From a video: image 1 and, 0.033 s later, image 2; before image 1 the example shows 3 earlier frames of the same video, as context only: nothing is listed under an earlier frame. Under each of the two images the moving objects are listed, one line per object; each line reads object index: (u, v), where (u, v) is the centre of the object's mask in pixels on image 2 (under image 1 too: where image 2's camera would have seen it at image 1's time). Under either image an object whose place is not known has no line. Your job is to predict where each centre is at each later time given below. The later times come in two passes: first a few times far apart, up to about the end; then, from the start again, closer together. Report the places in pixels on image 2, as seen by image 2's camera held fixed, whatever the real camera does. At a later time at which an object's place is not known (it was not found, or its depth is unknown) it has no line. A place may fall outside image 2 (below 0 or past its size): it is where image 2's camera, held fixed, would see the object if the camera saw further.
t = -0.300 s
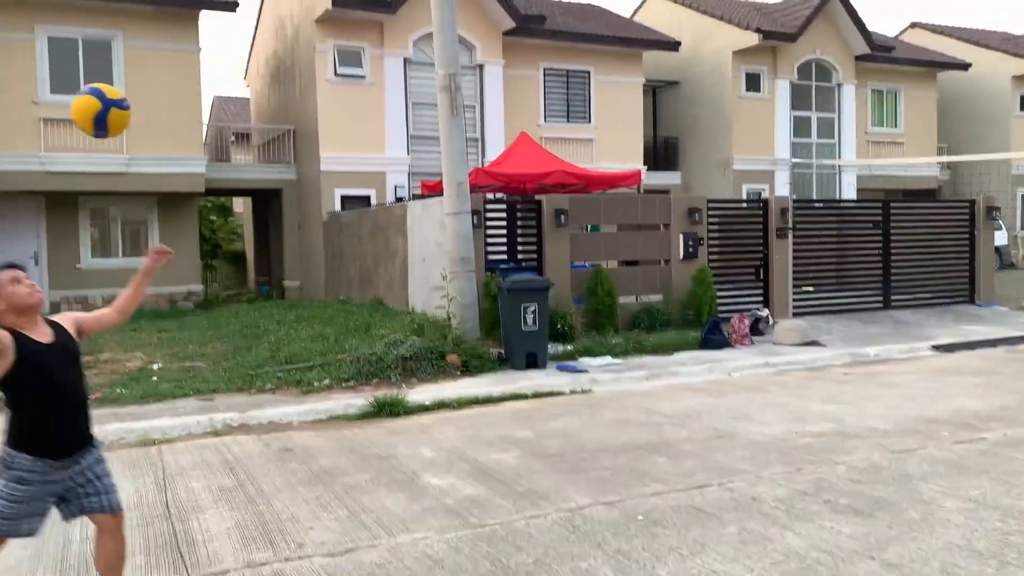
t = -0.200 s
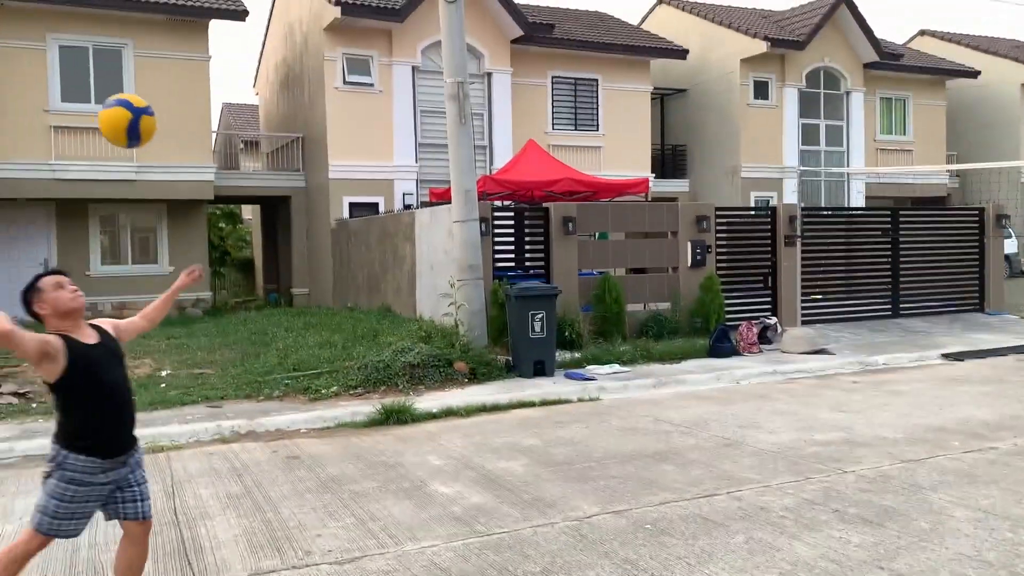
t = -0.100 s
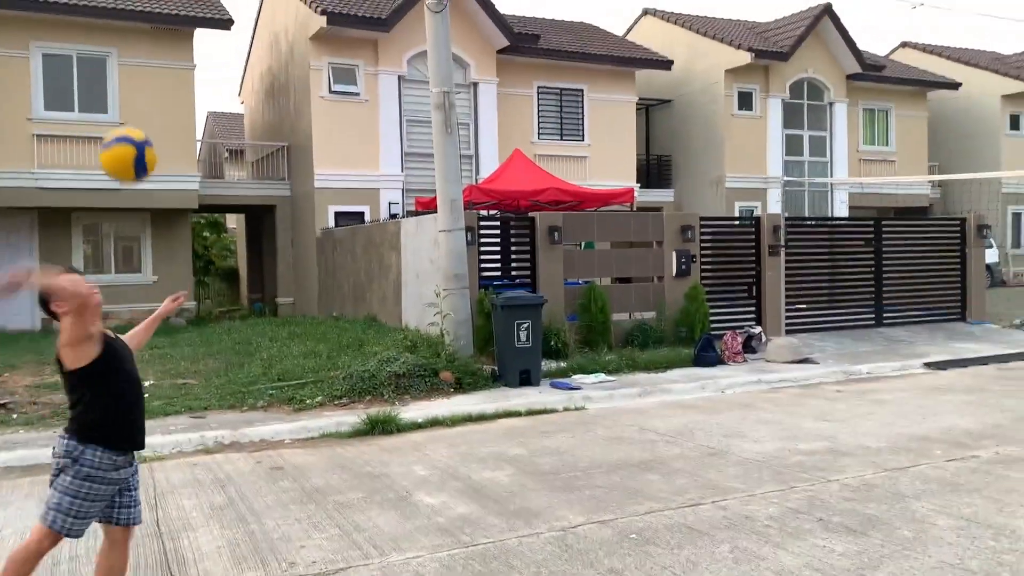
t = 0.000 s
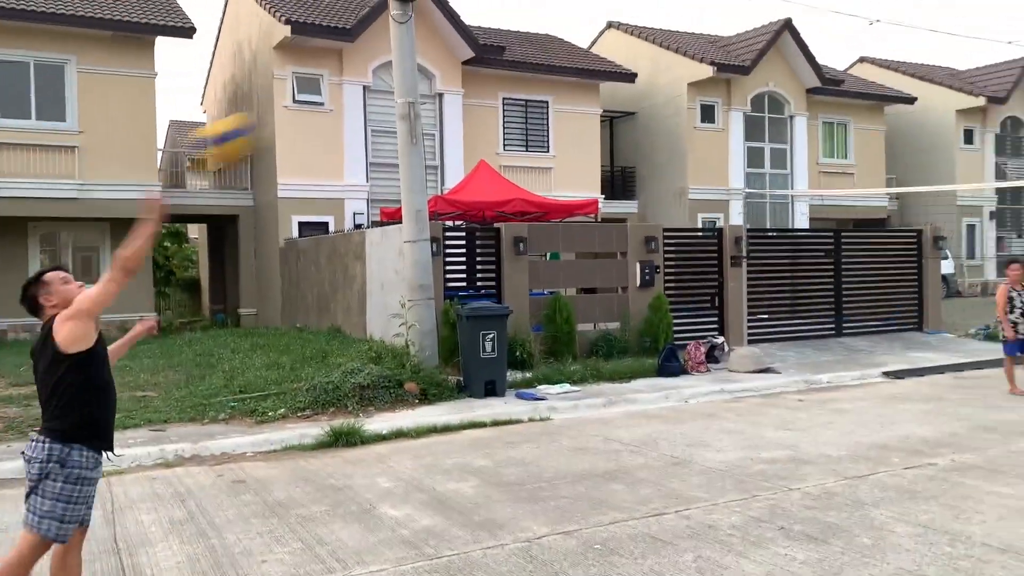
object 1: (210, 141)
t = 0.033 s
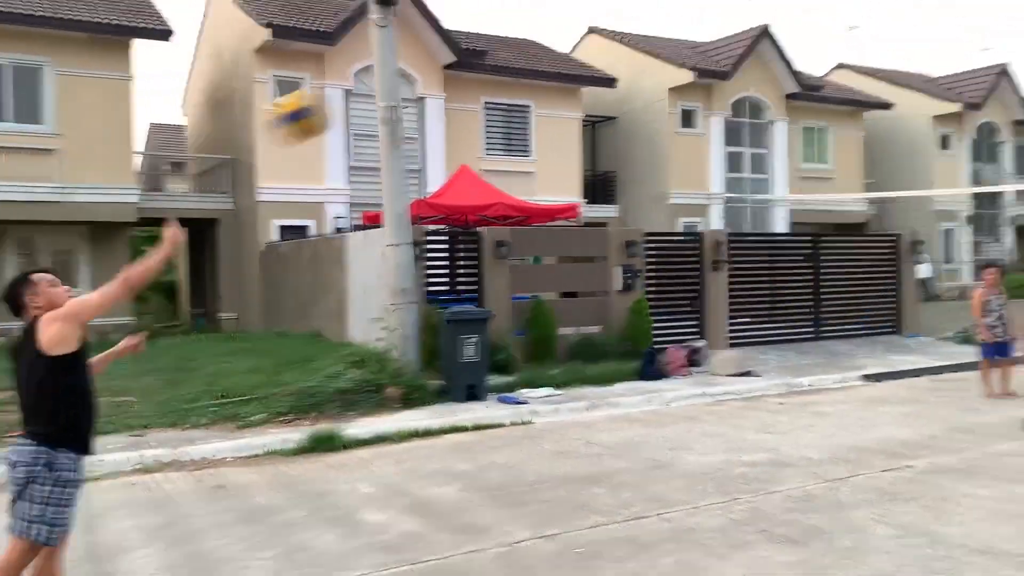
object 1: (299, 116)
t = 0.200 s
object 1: (666, 22)
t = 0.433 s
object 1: (1020, 6)
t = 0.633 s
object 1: (1226, 55)
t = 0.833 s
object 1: (1385, 137)
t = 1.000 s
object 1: (1498, 227)
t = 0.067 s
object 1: (385, 87)
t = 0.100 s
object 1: (463, 65)
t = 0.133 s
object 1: (535, 49)
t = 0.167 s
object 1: (603, 34)
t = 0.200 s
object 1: (666, 22)
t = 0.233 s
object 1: (734, 11)
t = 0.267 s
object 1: (789, 5)
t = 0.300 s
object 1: (840, 1)
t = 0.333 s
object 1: (890, -1)
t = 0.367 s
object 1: (935, 0)
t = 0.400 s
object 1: (979, 2)
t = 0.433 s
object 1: (1020, 6)
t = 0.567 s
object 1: (1165, 34)
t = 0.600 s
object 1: (1196, 43)
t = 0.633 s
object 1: (1226, 55)
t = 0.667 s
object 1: (1254, 66)
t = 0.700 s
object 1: (1284, 79)
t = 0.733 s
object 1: (1308, 92)
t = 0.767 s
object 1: (1333, 107)
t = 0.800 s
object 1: (1361, 123)
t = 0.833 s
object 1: (1385, 137)
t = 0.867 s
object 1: (1410, 159)
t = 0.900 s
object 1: (1432, 172)
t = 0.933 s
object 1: (1454, 190)
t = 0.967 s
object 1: (1476, 208)
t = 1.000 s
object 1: (1498, 227)
